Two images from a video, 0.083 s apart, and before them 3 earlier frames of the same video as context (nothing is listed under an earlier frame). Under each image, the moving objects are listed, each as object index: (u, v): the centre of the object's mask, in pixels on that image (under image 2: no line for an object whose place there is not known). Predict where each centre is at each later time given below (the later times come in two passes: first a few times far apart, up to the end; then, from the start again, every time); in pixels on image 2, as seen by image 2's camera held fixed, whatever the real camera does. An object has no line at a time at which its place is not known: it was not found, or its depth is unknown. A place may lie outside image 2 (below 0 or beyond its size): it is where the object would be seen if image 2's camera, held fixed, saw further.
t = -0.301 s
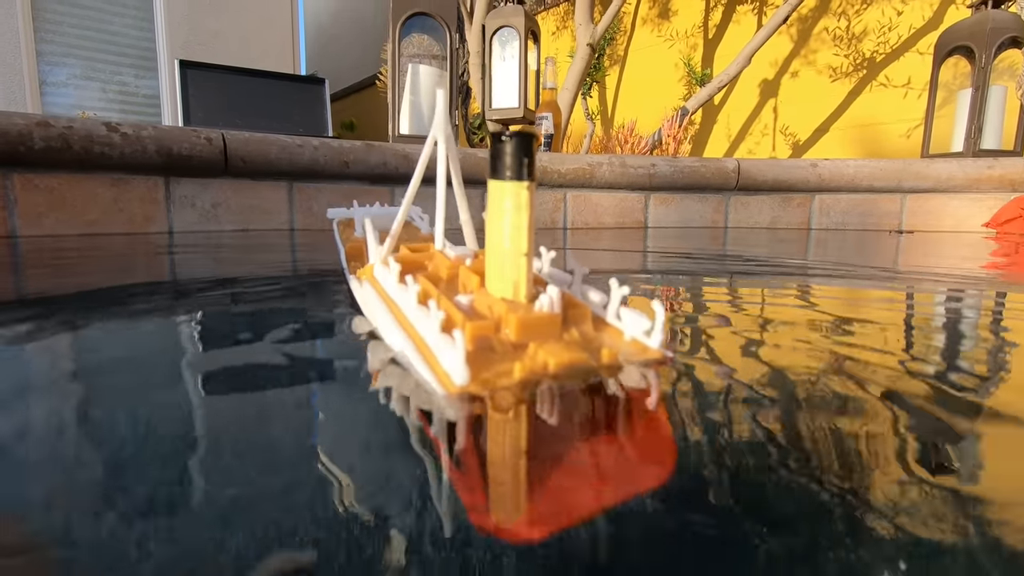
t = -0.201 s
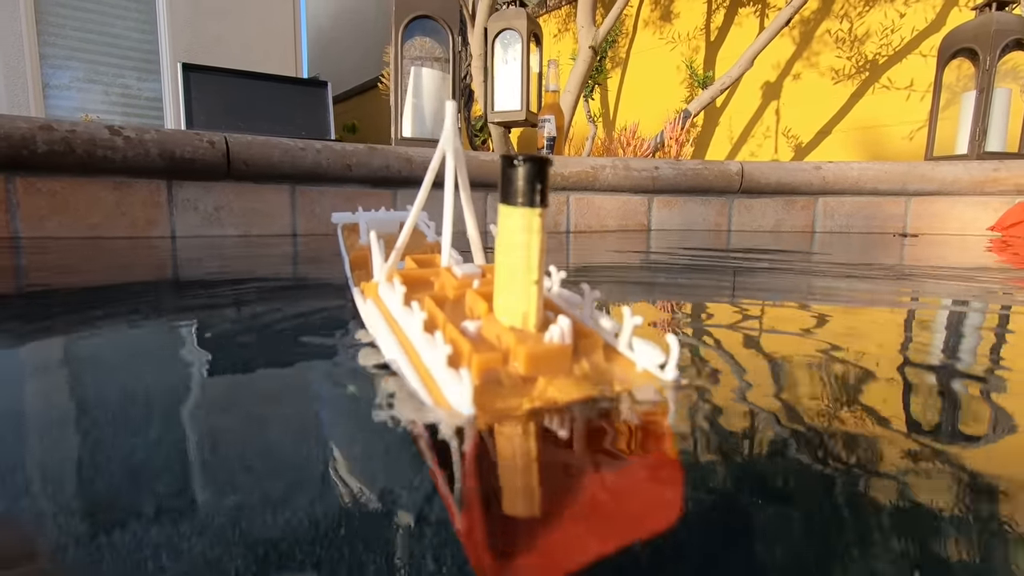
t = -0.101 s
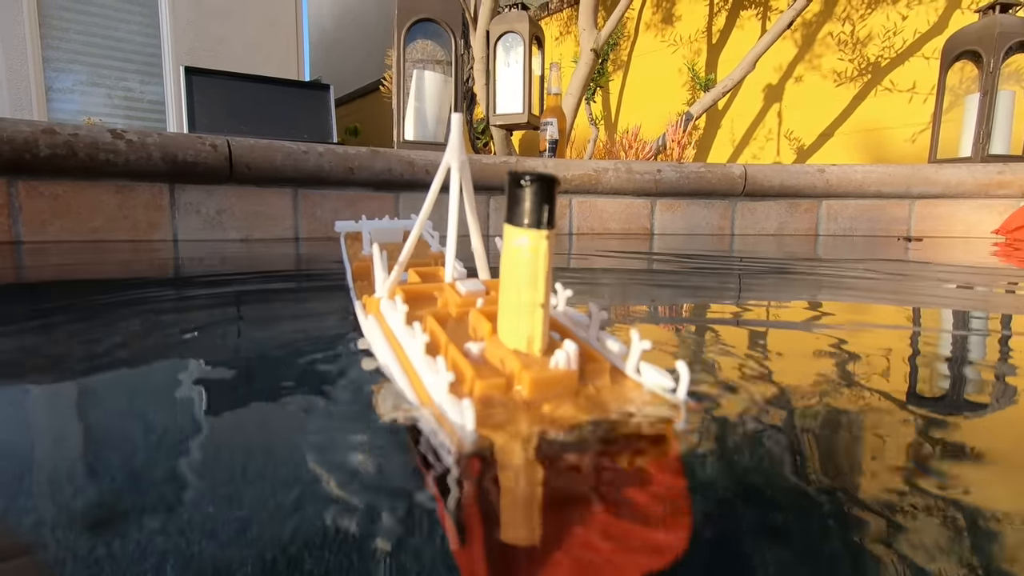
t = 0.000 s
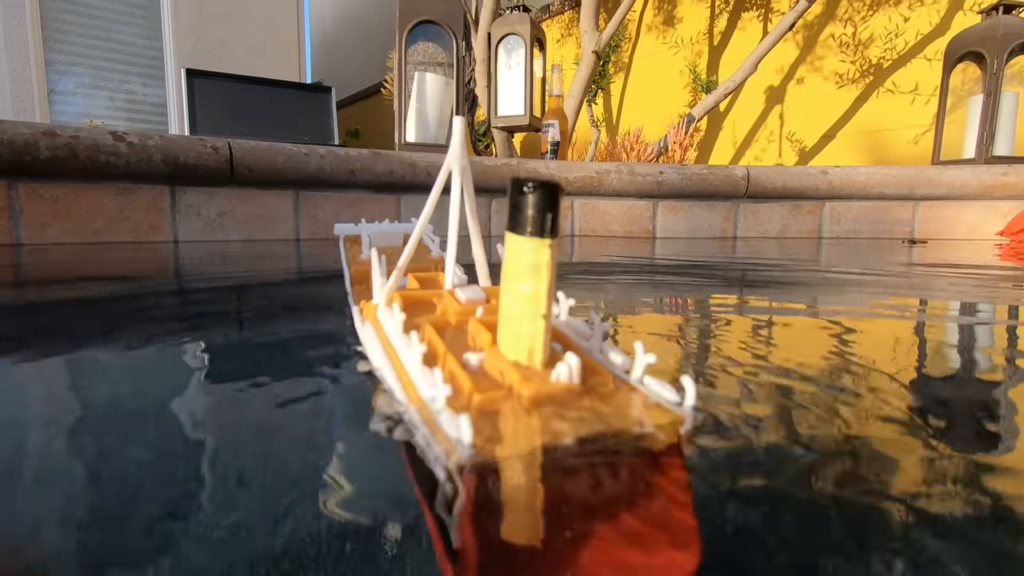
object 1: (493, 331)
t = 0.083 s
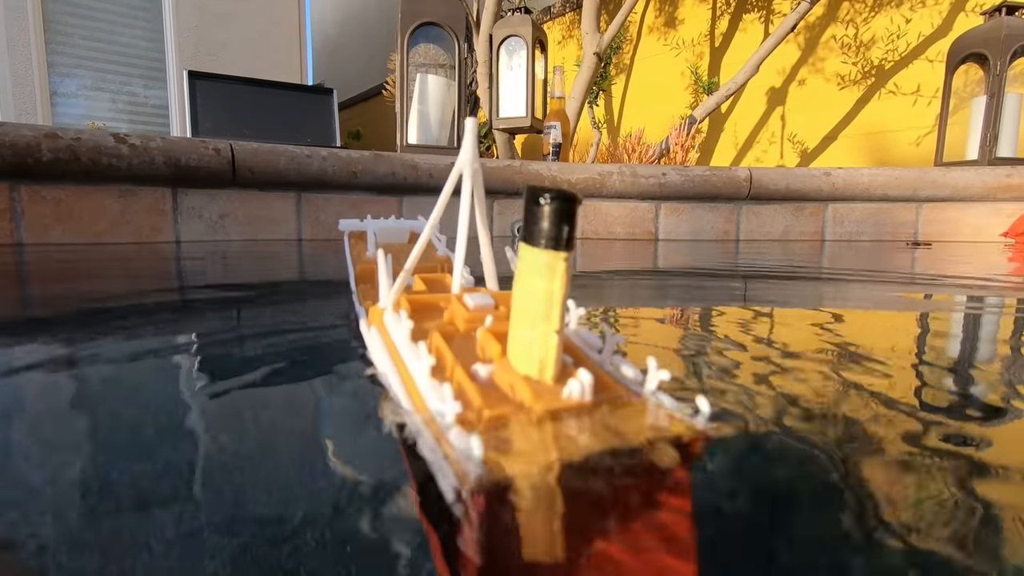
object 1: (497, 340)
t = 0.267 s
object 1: (500, 364)
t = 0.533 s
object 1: (489, 405)
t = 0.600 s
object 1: (491, 408)
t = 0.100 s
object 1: (498, 342)
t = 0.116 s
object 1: (499, 344)
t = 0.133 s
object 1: (499, 346)
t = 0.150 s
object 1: (499, 348)
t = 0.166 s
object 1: (499, 350)
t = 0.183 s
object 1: (500, 355)
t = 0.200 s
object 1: (501, 354)
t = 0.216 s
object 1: (501, 356)
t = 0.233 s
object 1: (501, 357)
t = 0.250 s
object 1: (501, 360)
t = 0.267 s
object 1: (500, 364)
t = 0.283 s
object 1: (497, 365)
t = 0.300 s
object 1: (496, 368)
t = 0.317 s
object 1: (495, 371)
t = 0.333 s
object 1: (496, 376)
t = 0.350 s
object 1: (495, 379)
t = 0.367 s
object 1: (492, 381)
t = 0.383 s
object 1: (493, 384)
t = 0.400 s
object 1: (492, 387)
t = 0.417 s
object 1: (493, 389)
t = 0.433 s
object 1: (492, 392)
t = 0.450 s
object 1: (497, 401)
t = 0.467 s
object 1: (494, 402)
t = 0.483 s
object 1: (492, 402)
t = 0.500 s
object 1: (490, 403)
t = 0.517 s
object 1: (490, 405)
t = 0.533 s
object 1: (489, 405)
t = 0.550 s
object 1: (489, 406)
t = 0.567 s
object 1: (490, 406)
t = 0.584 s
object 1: (490, 407)
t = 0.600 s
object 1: (491, 408)
